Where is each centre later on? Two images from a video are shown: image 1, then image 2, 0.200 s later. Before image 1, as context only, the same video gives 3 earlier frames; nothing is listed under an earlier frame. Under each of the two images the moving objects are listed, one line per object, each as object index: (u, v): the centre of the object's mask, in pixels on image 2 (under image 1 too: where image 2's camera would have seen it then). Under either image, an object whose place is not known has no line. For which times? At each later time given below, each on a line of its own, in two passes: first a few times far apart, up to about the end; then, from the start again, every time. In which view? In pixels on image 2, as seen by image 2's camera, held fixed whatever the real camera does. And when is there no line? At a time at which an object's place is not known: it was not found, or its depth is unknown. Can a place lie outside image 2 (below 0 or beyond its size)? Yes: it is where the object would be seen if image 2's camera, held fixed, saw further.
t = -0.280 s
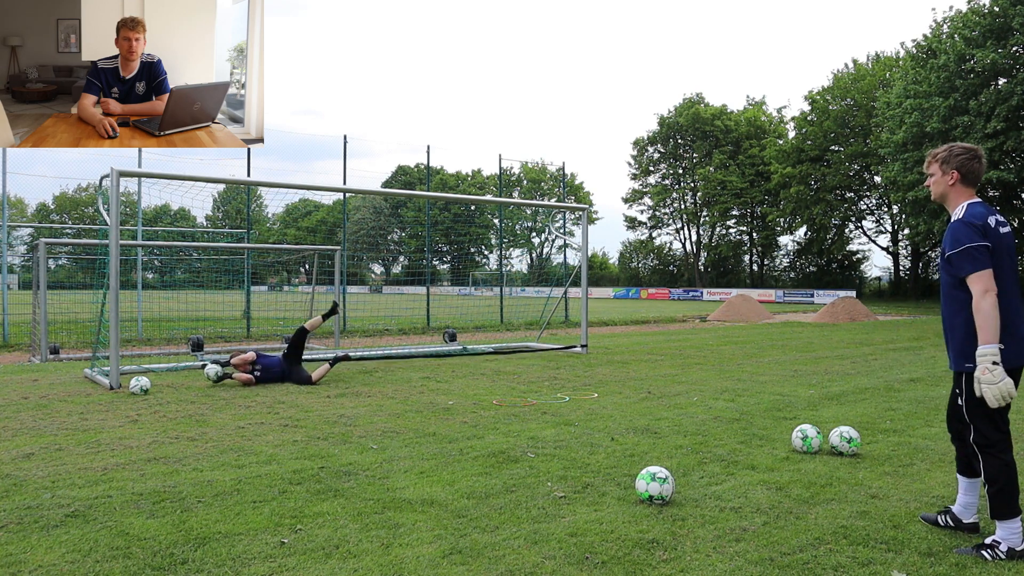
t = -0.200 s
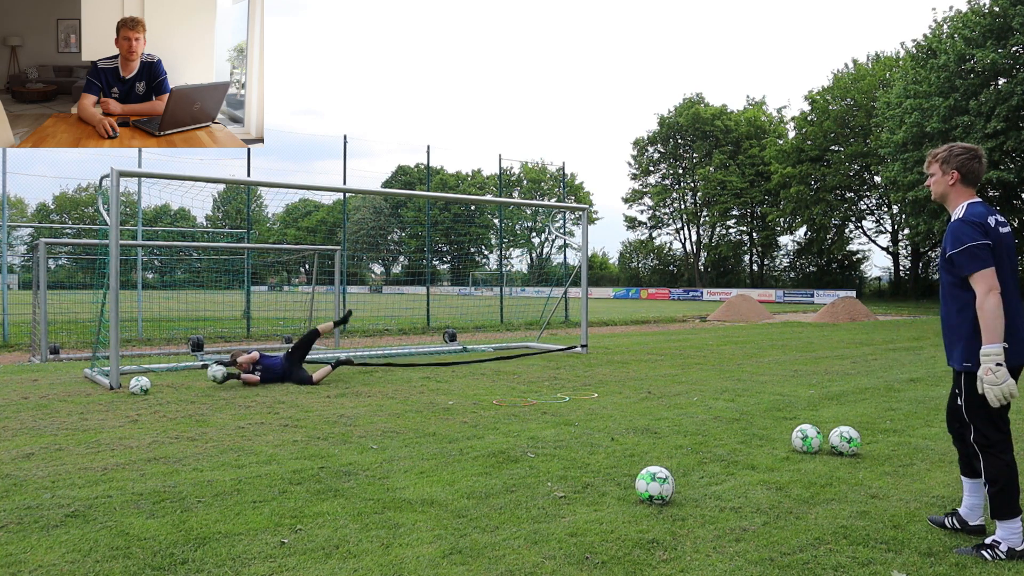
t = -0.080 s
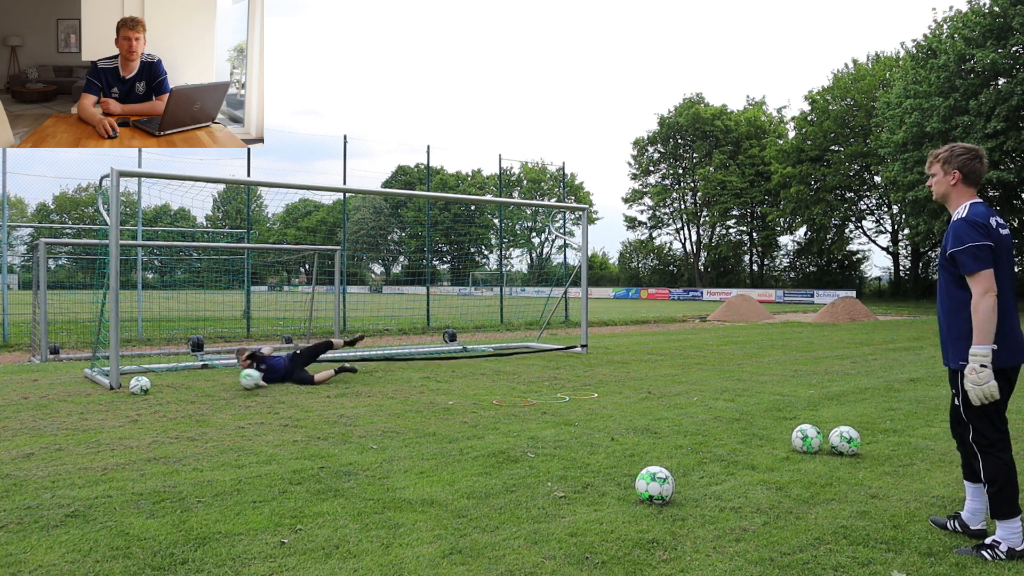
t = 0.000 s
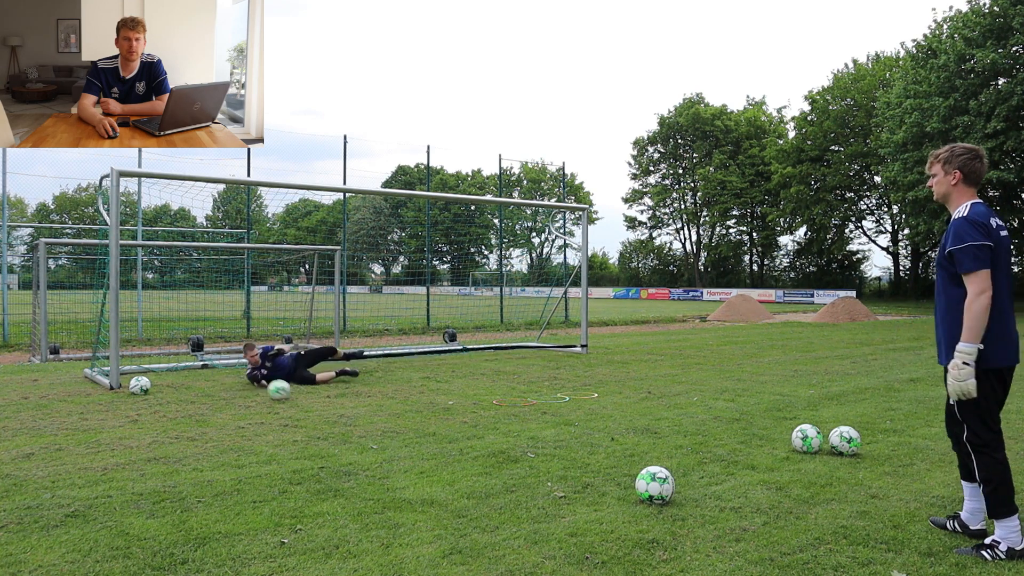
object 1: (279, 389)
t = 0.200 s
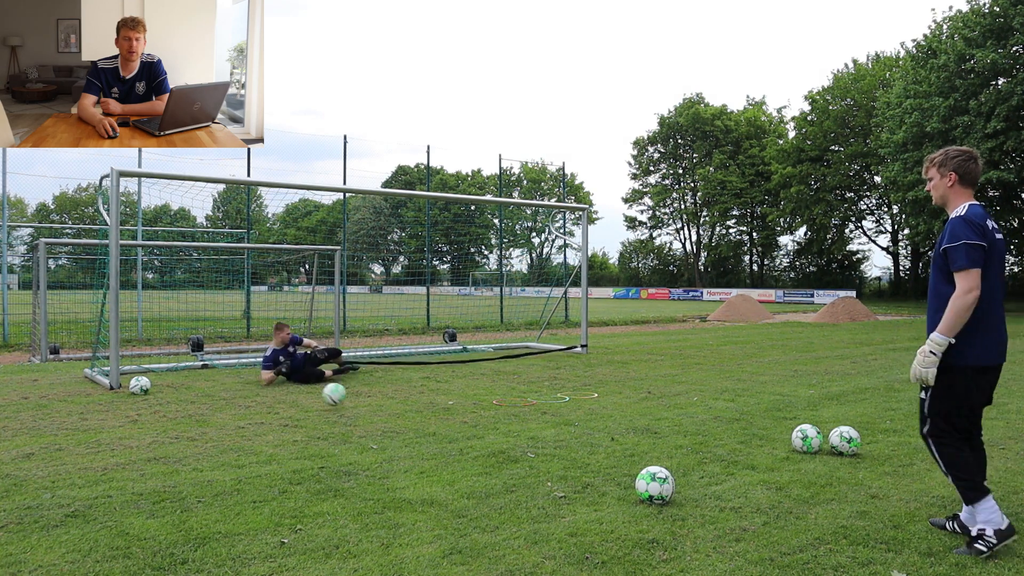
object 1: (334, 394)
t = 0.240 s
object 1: (345, 398)
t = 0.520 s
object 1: (414, 414)
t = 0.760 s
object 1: (477, 424)
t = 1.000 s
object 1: (543, 435)
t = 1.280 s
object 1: (622, 445)
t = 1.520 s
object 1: (692, 454)
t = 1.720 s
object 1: (749, 461)
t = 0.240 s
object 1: (345, 398)
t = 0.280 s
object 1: (357, 404)
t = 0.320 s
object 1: (367, 406)
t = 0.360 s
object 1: (376, 405)
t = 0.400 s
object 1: (385, 405)
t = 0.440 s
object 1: (394, 407)
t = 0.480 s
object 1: (404, 411)
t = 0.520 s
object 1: (414, 414)
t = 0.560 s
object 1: (425, 416)
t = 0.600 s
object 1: (435, 417)
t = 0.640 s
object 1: (445, 418)
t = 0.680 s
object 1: (456, 421)
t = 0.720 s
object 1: (467, 423)
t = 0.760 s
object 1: (477, 424)
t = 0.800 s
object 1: (488, 425)
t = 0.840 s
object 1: (498, 428)
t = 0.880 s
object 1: (509, 429)
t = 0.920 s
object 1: (520, 431)
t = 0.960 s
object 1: (531, 432)
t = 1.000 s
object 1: (543, 435)
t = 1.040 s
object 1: (554, 436)
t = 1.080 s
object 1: (565, 438)
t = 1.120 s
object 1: (576, 438)
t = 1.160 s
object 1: (588, 440)
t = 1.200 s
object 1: (599, 442)
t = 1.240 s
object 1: (611, 444)
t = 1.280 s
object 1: (622, 445)
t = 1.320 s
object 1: (634, 446)
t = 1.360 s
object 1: (645, 448)
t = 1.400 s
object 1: (657, 450)
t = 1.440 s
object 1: (668, 451)
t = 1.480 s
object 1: (680, 452)
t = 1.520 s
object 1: (692, 454)
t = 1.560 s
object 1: (704, 456)
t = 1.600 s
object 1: (715, 457)
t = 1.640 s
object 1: (726, 458)
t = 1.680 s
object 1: (738, 459)
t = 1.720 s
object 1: (749, 461)
